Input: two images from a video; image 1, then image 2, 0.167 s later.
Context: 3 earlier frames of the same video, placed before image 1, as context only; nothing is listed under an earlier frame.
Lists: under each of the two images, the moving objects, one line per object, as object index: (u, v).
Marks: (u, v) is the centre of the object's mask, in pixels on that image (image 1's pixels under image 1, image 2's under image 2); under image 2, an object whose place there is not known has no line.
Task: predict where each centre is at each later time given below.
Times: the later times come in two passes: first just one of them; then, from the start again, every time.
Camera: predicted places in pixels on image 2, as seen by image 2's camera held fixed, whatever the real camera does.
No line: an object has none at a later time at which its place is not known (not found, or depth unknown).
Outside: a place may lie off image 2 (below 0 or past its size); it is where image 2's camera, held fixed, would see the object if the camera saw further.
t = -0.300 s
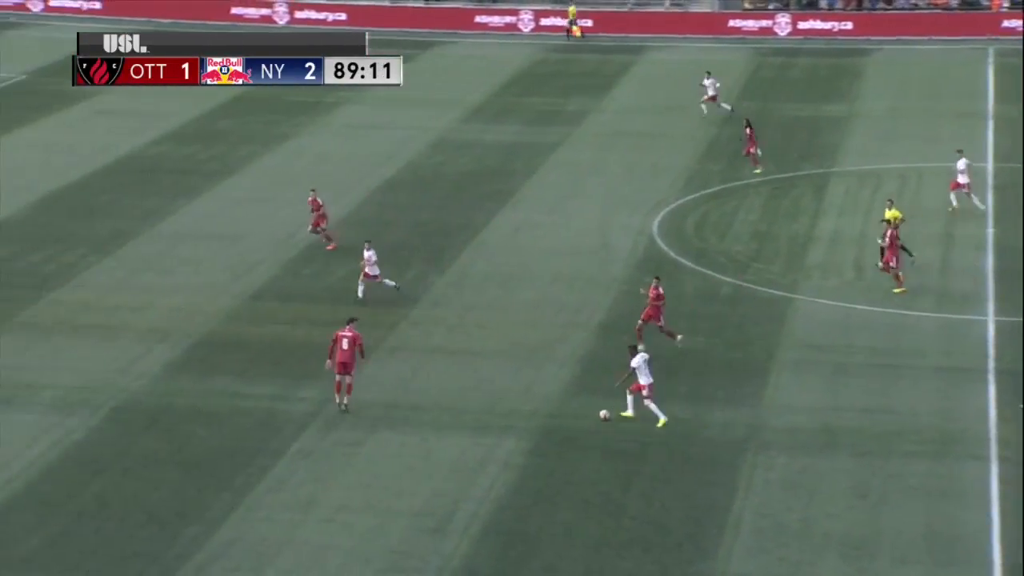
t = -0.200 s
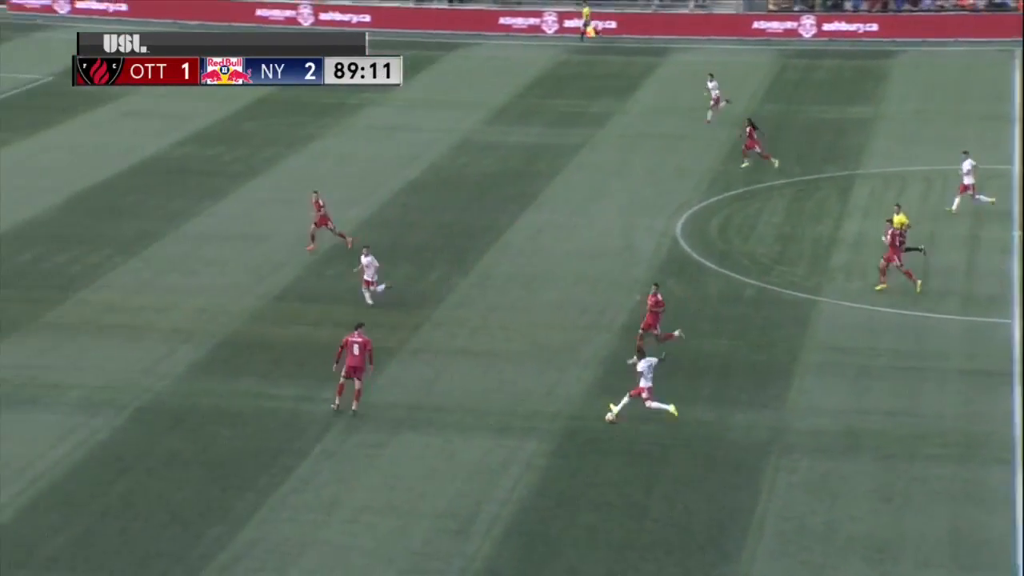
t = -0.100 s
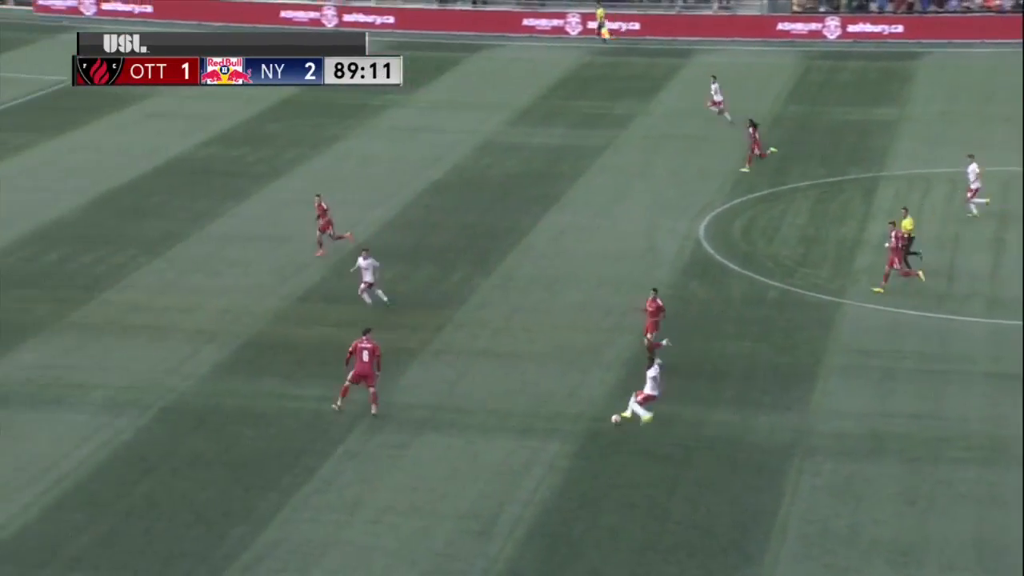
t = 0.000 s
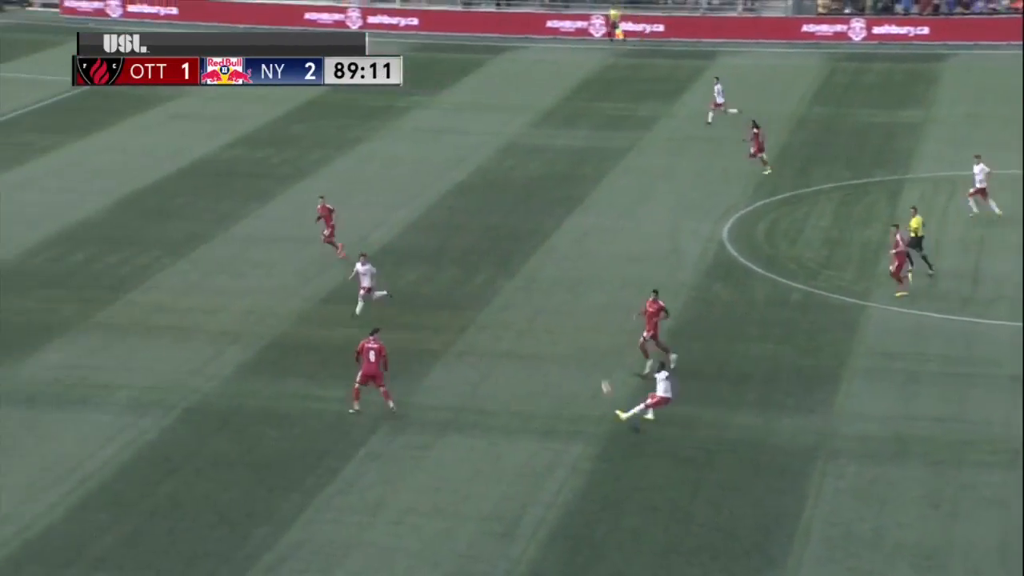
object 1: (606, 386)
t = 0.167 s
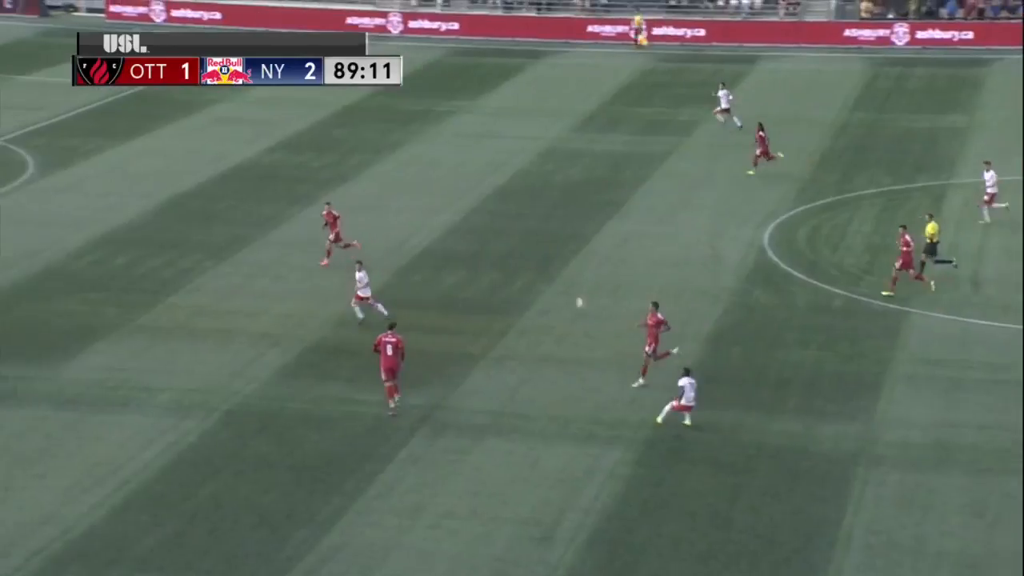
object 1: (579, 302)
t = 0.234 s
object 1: (558, 273)
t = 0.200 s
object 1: (569, 287)
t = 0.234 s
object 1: (558, 273)
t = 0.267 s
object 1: (548, 259)
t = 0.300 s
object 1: (539, 245)
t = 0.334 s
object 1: (530, 232)
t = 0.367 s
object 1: (522, 221)
